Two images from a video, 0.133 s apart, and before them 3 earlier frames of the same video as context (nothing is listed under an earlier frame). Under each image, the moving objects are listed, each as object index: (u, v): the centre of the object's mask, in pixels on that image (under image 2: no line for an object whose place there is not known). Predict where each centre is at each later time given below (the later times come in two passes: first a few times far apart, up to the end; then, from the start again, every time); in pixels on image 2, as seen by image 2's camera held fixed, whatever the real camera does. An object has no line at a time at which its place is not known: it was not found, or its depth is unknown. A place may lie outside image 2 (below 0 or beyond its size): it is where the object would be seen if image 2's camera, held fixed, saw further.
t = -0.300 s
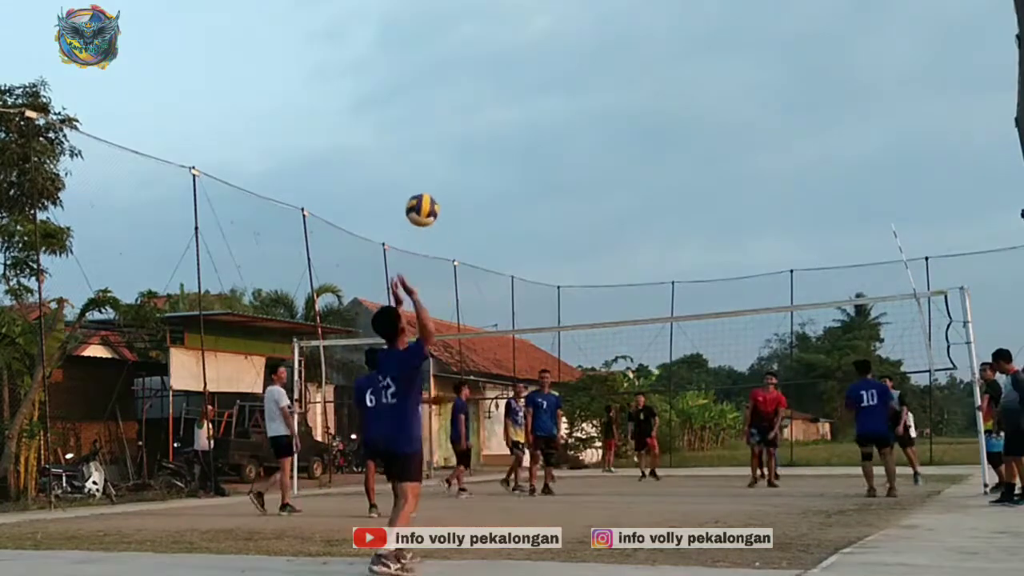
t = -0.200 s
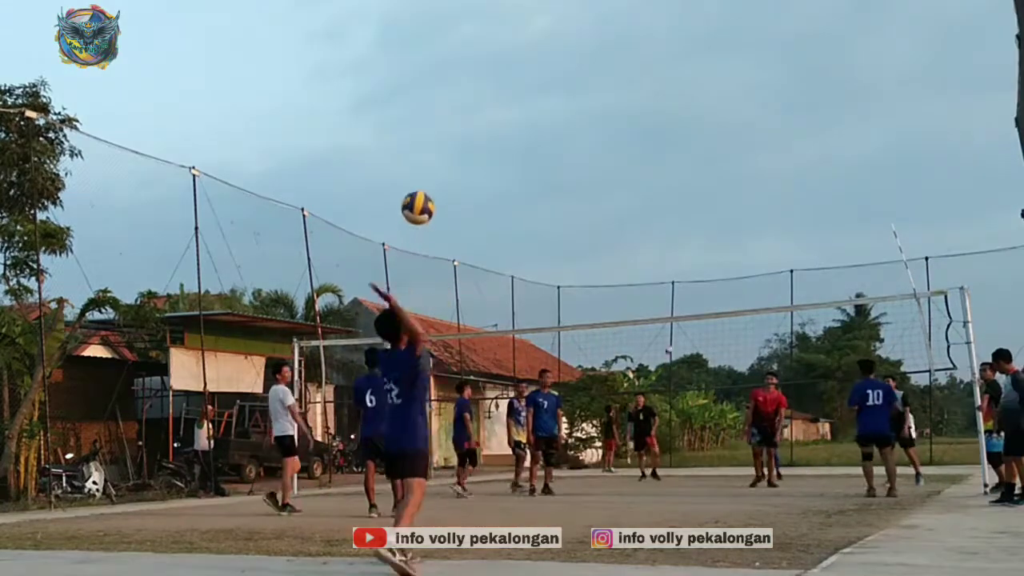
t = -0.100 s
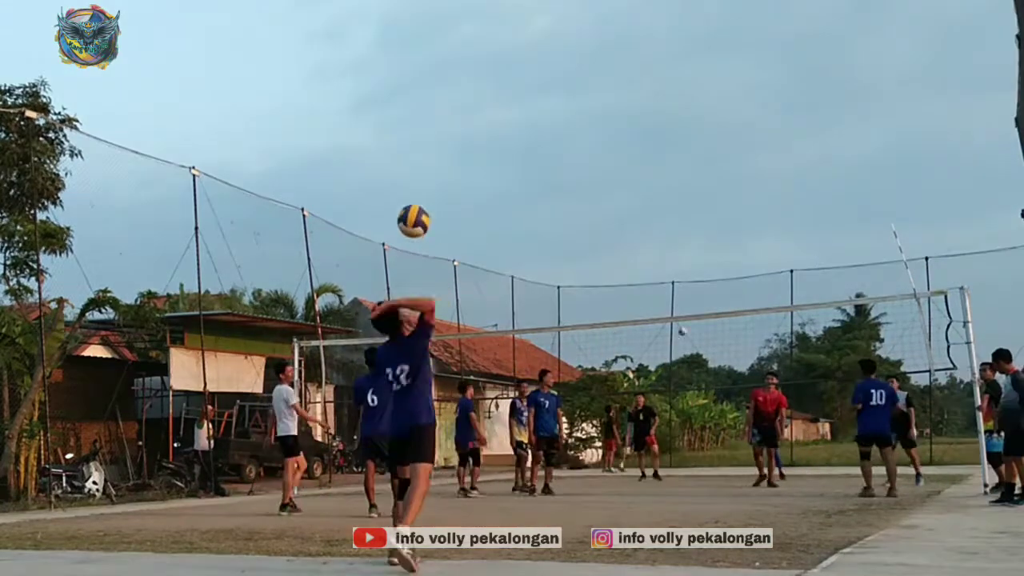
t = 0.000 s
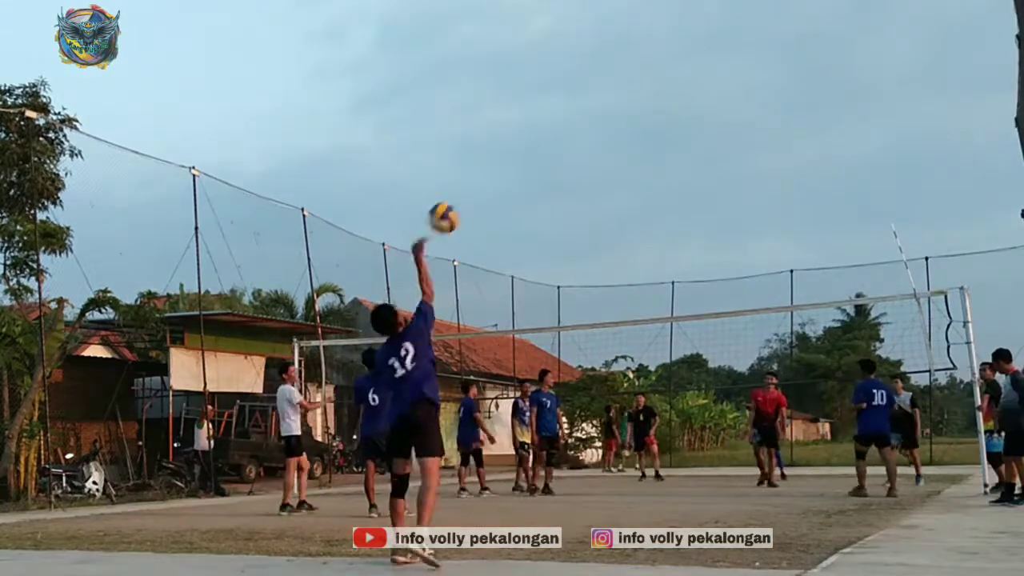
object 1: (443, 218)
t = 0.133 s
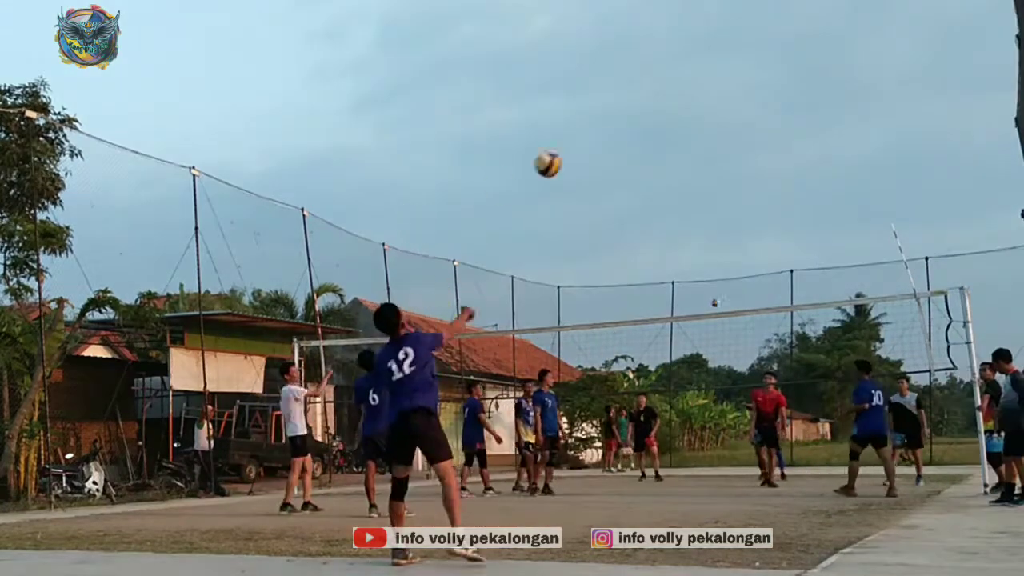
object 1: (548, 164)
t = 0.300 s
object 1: (641, 140)
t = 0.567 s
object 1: (739, 164)
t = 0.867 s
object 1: (812, 237)
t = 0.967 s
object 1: (832, 270)
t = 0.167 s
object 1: (569, 156)
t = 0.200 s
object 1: (589, 150)
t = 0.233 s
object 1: (607, 145)
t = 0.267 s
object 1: (625, 142)
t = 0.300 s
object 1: (641, 140)
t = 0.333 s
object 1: (656, 140)
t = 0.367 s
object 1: (670, 140)
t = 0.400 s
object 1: (683, 143)
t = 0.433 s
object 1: (695, 145)
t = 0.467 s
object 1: (708, 149)
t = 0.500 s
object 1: (719, 153)
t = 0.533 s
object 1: (729, 159)
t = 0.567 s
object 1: (739, 164)
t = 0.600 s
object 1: (749, 170)
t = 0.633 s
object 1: (757, 177)
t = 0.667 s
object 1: (766, 185)
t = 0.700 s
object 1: (774, 192)
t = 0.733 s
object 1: (782, 200)
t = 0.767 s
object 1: (790, 209)
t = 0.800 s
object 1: (798, 218)
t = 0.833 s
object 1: (805, 227)
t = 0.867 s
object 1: (812, 237)
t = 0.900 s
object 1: (819, 248)
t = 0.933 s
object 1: (825, 259)
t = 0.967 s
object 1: (832, 270)
